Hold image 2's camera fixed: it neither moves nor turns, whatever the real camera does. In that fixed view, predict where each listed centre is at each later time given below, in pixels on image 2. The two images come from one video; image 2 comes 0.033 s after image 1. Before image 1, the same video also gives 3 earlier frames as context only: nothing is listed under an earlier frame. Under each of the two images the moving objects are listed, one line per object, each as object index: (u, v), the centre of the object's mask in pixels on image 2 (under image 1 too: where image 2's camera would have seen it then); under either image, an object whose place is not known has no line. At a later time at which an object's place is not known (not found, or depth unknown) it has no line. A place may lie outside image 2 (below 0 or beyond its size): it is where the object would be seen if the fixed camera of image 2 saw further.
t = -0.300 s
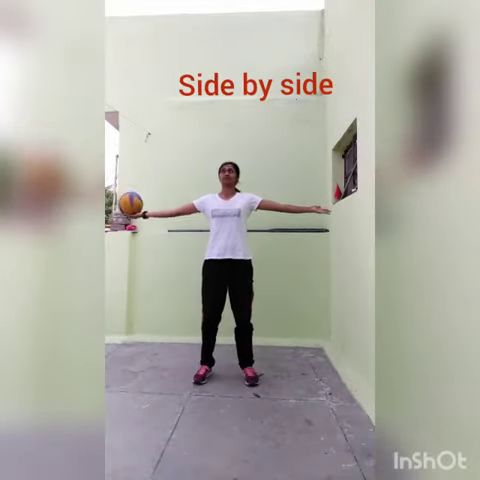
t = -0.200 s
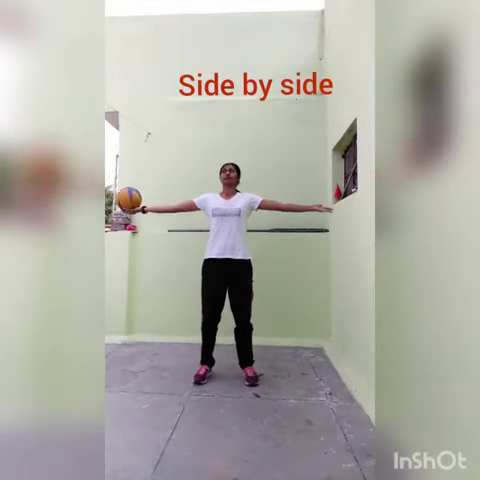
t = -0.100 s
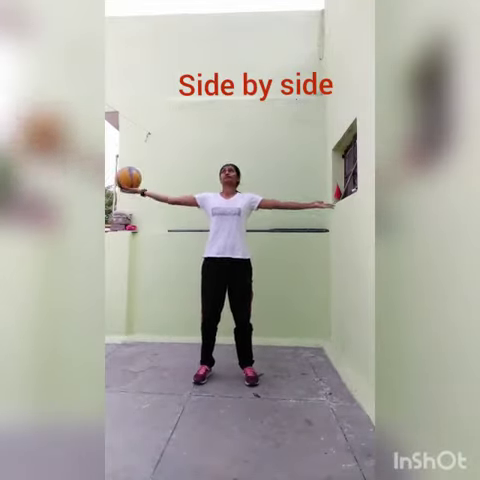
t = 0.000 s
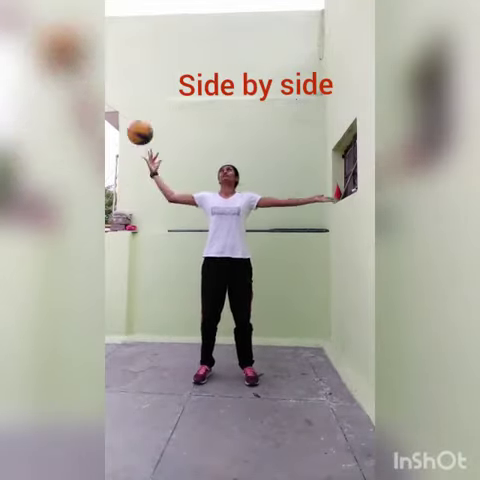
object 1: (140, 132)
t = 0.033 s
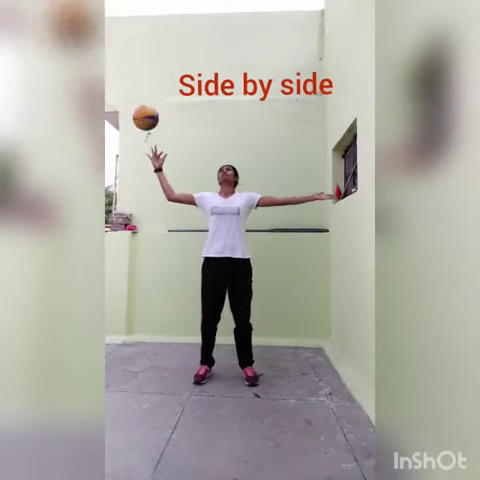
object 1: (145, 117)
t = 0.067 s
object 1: (151, 104)
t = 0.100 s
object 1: (156, 93)
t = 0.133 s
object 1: (162, 83)
